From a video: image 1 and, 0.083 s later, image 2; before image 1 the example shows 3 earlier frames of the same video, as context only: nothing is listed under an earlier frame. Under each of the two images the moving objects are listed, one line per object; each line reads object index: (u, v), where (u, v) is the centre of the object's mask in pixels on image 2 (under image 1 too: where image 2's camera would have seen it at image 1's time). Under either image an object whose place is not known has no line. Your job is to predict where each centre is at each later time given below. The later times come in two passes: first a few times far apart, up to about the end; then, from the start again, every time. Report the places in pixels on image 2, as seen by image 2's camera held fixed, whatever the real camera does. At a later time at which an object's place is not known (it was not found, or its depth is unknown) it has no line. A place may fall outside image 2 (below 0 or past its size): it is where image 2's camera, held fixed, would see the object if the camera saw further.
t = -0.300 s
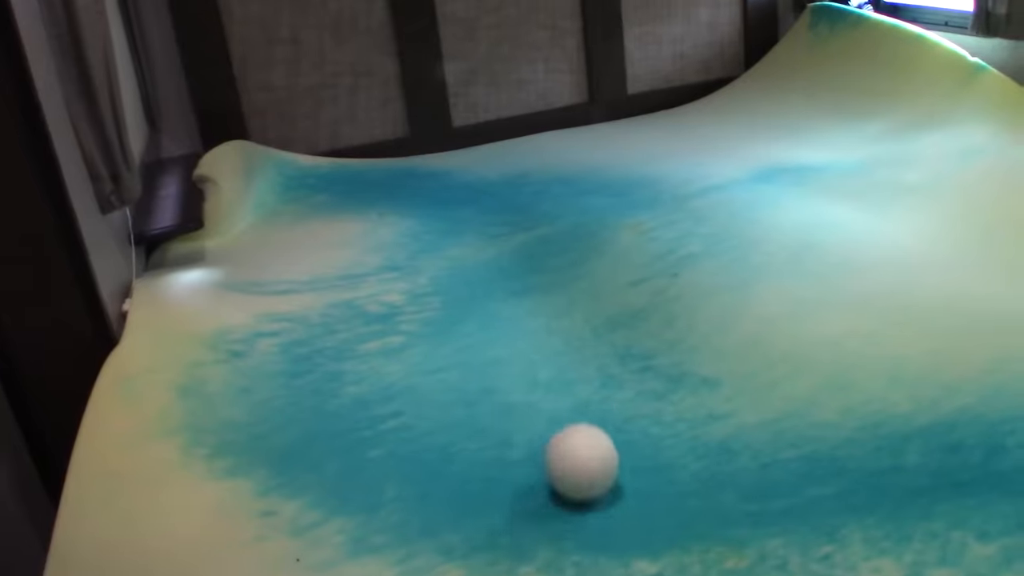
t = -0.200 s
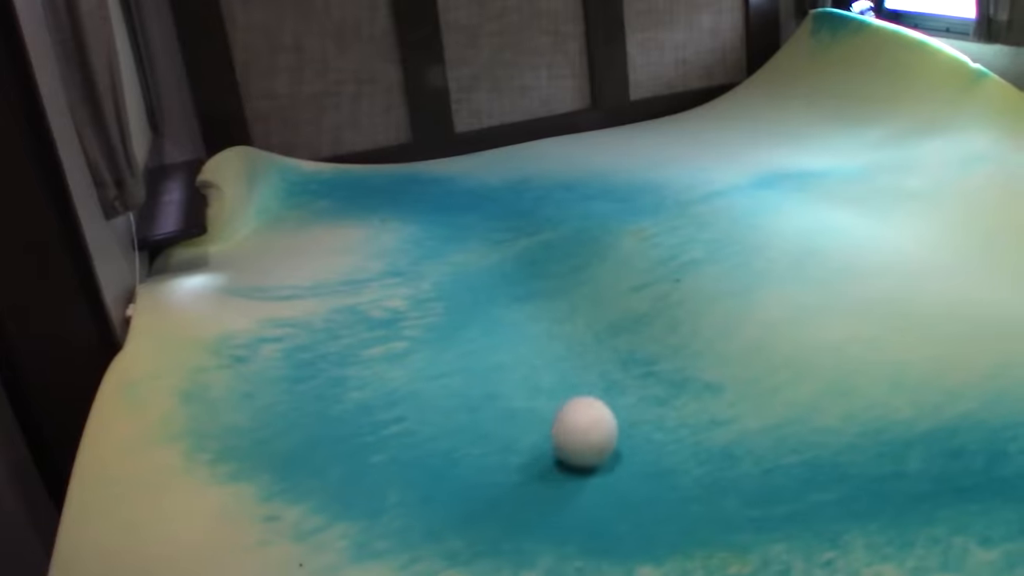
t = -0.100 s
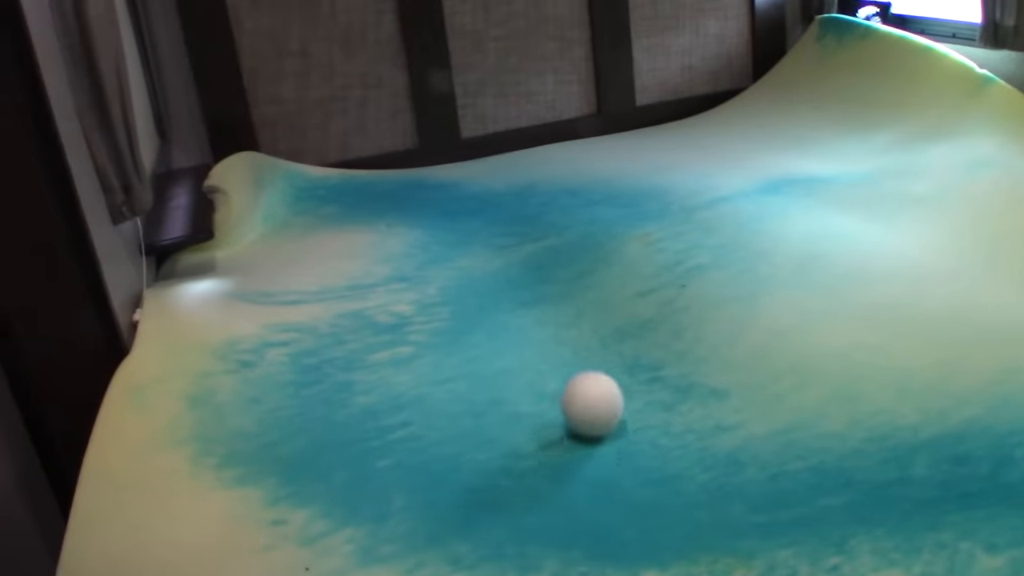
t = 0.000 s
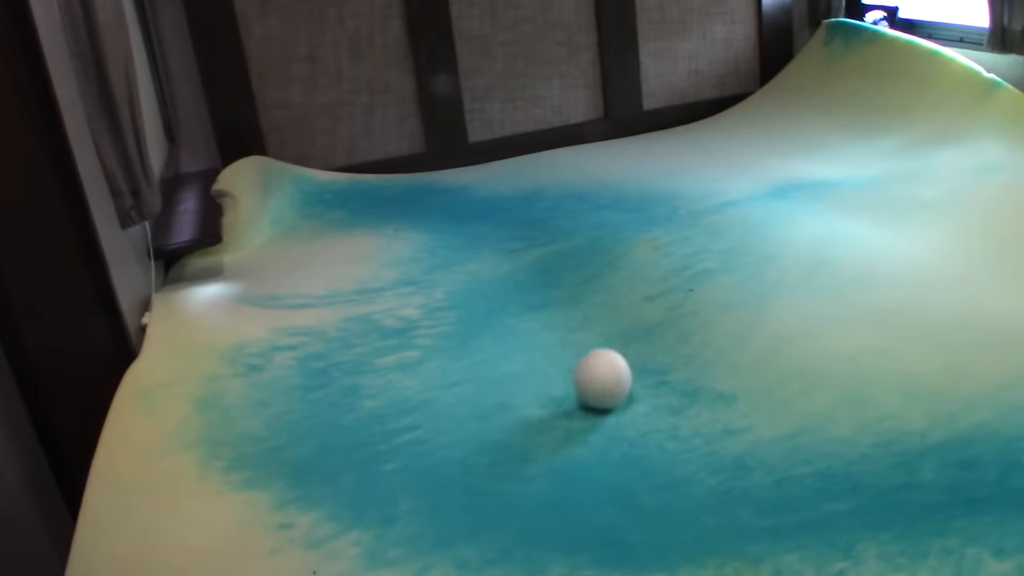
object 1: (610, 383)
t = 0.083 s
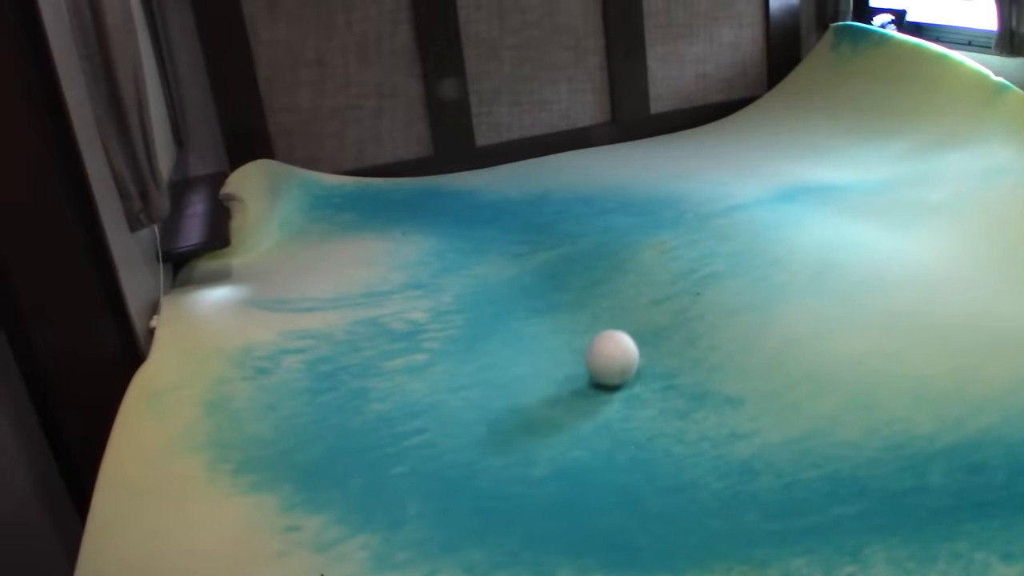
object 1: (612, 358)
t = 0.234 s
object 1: (609, 316)
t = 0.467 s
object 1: (586, 267)
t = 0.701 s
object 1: (551, 246)
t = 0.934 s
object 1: (512, 241)
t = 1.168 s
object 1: (487, 244)
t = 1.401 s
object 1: (488, 255)
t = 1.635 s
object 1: (509, 262)
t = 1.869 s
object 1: (536, 272)
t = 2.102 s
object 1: (561, 287)
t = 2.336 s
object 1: (587, 305)
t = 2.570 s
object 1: (600, 326)
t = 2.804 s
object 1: (603, 346)
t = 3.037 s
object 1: (603, 358)
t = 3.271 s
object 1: (601, 361)
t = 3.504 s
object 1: (601, 361)
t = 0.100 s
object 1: (612, 354)
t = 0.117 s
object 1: (612, 349)
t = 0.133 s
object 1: (612, 344)
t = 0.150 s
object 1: (612, 339)
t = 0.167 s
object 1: (611, 334)
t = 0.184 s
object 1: (611, 330)
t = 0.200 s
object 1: (611, 325)
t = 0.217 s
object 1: (610, 321)
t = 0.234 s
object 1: (609, 316)
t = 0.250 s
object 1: (608, 311)
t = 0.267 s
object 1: (606, 307)
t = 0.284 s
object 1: (605, 303)
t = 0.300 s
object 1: (604, 299)
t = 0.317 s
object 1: (602, 295)
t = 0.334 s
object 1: (601, 292)
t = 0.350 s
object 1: (599, 288)
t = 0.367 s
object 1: (598, 285)
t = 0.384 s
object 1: (596, 282)
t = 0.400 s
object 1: (594, 279)
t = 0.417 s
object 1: (593, 276)
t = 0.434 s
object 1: (590, 273)
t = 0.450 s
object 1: (588, 270)
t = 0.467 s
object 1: (586, 267)
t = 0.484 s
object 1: (583, 265)
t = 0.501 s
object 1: (581, 263)
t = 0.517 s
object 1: (579, 261)
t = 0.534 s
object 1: (577, 259)
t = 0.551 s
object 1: (574, 258)
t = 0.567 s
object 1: (572, 256)
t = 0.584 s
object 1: (569, 254)
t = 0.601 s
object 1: (567, 252)
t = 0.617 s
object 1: (564, 251)
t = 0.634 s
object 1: (562, 250)
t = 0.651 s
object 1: (559, 249)
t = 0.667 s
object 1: (556, 248)
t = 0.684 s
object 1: (554, 247)
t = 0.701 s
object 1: (551, 246)
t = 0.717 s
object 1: (548, 246)
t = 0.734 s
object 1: (545, 245)
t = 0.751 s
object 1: (542, 244)
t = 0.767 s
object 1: (540, 244)
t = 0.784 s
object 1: (537, 243)
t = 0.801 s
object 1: (534, 243)
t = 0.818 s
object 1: (531, 242)
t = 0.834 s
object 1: (528, 242)
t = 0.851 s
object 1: (526, 242)
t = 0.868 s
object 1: (523, 242)
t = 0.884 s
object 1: (520, 242)
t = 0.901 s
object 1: (517, 242)
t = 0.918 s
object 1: (515, 242)
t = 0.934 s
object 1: (512, 241)
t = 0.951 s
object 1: (509, 242)
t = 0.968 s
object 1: (507, 241)
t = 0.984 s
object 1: (505, 241)
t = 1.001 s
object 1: (502, 242)
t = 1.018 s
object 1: (500, 242)
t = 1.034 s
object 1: (498, 242)
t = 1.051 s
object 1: (496, 242)
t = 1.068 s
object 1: (495, 242)
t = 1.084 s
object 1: (493, 242)
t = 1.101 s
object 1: (492, 243)
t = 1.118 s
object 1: (491, 243)
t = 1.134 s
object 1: (489, 243)
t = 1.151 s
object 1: (489, 244)
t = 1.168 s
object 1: (487, 244)
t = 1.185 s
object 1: (487, 245)
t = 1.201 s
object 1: (486, 246)
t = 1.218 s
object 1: (485, 246)
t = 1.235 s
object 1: (485, 247)
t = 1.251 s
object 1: (485, 247)
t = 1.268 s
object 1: (484, 248)
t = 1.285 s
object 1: (485, 249)
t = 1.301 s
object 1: (485, 250)
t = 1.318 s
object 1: (485, 251)
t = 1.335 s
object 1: (485, 252)
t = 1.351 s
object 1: (486, 252)
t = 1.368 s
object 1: (486, 253)
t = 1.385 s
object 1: (487, 254)
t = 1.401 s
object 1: (488, 255)
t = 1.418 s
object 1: (489, 255)
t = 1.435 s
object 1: (490, 256)
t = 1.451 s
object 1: (491, 257)
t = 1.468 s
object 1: (492, 257)
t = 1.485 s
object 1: (494, 258)
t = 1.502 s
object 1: (495, 258)
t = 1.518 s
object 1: (497, 259)
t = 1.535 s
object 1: (498, 259)
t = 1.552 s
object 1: (500, 260)
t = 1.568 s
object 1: (502, 260)
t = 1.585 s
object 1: (503, 261)
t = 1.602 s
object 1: (505, 261)
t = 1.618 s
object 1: (507, 261)
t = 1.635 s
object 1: (509, 262)
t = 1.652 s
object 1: (511, 263)
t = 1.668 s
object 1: (513, 263)
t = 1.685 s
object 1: (514, 264)
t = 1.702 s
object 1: (516, 264)
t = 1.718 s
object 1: (518, 265)
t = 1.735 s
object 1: (520, 265)
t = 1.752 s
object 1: (522, 266)
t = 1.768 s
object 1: (524, 266)
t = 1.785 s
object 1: (526, 267)
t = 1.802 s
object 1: (528, 268)
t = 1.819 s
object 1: (530, 269)
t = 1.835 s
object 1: (532, 270)
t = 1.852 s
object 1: (534, 271)
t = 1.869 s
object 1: (536, 272)
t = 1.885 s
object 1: (538, 273)
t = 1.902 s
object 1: (540, 274)
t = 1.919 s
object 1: (542, 275)
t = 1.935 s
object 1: (543, 276)
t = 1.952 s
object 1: (545, 277)
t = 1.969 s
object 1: (547, 278)
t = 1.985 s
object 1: (549, 279)
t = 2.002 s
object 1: (551, 280)
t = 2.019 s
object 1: (552, 281)
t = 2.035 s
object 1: (554, 282)
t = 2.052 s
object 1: (556, 283)
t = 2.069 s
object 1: (558, 284)
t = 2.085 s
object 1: (560, 285)
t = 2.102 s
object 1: (561, 287)
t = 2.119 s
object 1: (563, 288)
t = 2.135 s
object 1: (565, 289)
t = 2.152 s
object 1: (567, 290)
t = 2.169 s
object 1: (569, 292)
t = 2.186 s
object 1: (570, 293)
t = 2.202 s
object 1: (572, 294)
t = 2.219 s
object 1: (574, 296)
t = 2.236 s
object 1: (576, 297)
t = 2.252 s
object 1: (578, 298)
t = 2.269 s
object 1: (579, 299)
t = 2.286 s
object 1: (581, 301)
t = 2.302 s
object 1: (583, 302)
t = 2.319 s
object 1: (585, 303)
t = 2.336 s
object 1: (587, 305)
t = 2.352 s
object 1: (588, 306)
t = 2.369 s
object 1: (590, 307)
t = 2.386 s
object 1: (591, 308)
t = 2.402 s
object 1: (592, 310)
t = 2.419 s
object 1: (593, 311)
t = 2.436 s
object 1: (594, 313)
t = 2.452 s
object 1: (596, 314)
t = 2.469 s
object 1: (597, 315)
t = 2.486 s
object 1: (597, 317)
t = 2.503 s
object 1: (598, 318)
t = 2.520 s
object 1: (599, 321)
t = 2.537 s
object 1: (599, 322)
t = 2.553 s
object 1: (599, 324)
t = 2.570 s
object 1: (600, 326)
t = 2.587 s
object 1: (600, 328)
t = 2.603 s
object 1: (600, 330)
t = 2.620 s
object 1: (600, 332)
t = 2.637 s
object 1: (600, 333)
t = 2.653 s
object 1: (601, 335)
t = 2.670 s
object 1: (601, 336)
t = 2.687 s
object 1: (601, 338)
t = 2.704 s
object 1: (601, 339)
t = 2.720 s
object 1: (602, 340)
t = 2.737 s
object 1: (602, 341)
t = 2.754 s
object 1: (602, 343)
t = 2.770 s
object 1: (603, 344)
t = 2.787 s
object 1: (603, 345)
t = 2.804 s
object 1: (603, 346)
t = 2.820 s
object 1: (604, 347)
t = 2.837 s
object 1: (604, 348)
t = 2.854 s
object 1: (604, 349)
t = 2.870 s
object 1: (604, 350)
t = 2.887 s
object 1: (604, 351)
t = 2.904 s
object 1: (604, 352)
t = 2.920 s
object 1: (604, 353)
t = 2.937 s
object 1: (604, 354)
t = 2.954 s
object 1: (604, 355)
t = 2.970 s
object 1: (604, 356)
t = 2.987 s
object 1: (603, 356)
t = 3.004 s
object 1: (603, 357)
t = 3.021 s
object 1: (603, 357)
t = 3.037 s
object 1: (603, 358)
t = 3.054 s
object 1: (602, 358)
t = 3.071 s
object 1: (602, 359)
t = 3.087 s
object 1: (602, 359)
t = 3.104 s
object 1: (601, 360)
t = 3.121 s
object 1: (601, 360)
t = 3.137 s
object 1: (601, 360)
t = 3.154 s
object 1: (601, 360)
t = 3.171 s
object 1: (601, 361)
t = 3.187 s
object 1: (601, 361)
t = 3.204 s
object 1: (601, 361)
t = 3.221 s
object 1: (601, 361)
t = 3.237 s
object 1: (600, 361)
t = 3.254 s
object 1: (600, 361)
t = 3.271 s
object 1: (601, 361)
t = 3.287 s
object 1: (601, 361)
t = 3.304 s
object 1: (601, 361)
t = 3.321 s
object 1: (601, 361)
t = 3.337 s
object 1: (601, 361)
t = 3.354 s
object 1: (601, 361)
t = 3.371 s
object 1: (601, 361)
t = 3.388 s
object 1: (601, 361)
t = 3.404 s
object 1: (601, 361)
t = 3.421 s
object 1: (601, 361)
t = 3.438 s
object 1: (601, 361)
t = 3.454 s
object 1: (601, 361)
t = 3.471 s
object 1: (601, 361)
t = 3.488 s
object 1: (601, 361)
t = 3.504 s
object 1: (601, 361)
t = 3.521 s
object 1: (601, 361)
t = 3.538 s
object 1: (601, 361)
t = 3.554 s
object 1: (601, 361)
